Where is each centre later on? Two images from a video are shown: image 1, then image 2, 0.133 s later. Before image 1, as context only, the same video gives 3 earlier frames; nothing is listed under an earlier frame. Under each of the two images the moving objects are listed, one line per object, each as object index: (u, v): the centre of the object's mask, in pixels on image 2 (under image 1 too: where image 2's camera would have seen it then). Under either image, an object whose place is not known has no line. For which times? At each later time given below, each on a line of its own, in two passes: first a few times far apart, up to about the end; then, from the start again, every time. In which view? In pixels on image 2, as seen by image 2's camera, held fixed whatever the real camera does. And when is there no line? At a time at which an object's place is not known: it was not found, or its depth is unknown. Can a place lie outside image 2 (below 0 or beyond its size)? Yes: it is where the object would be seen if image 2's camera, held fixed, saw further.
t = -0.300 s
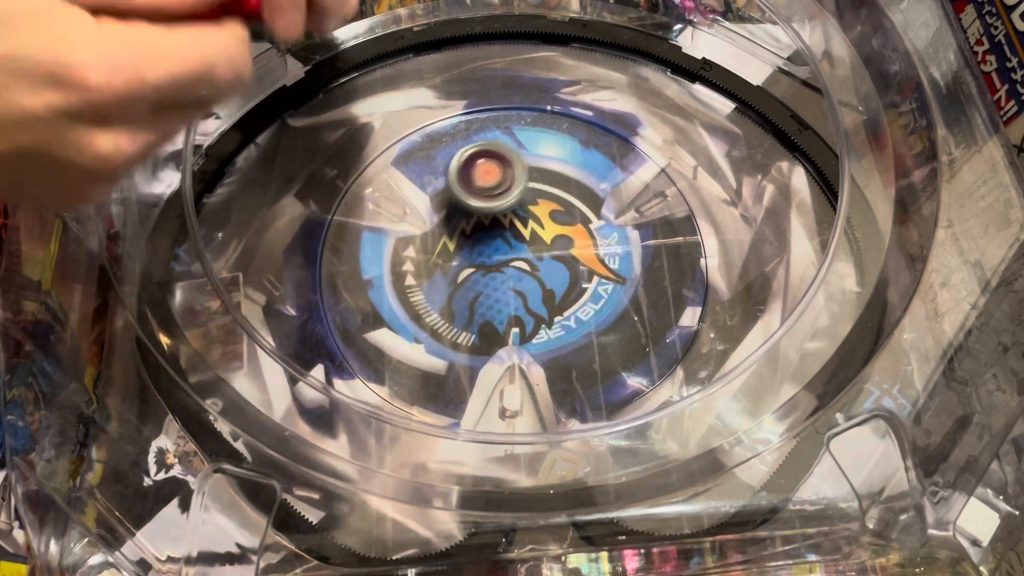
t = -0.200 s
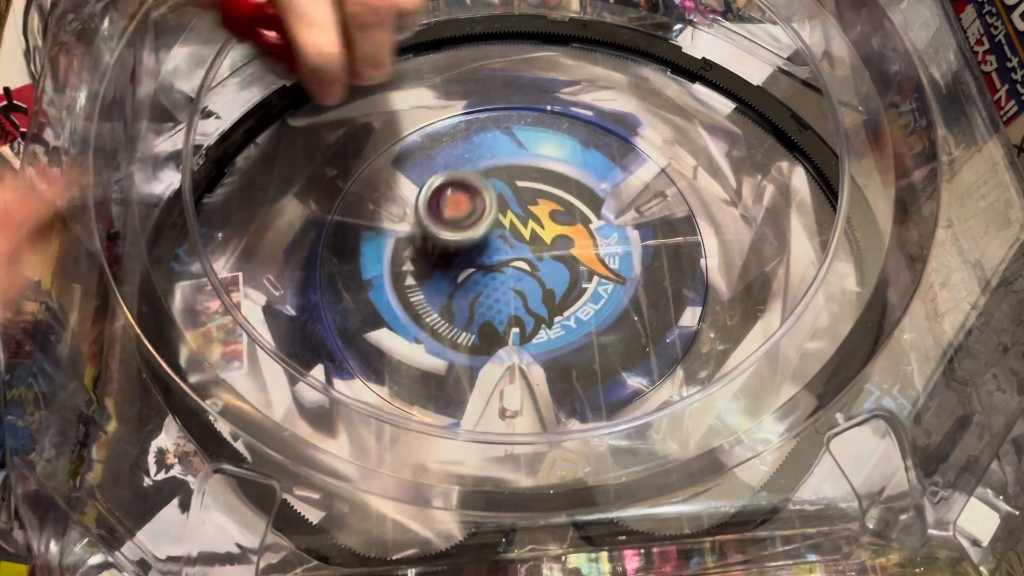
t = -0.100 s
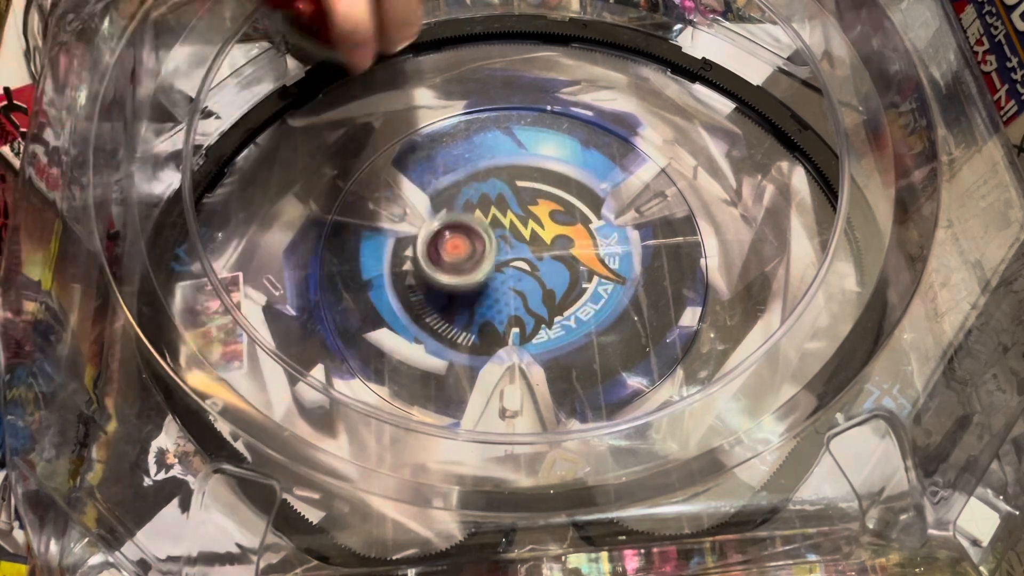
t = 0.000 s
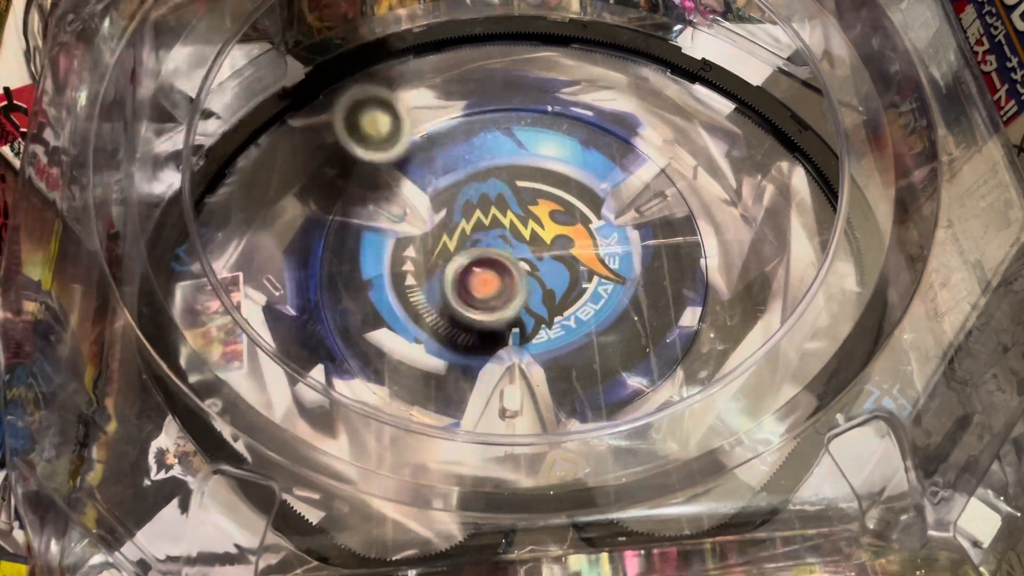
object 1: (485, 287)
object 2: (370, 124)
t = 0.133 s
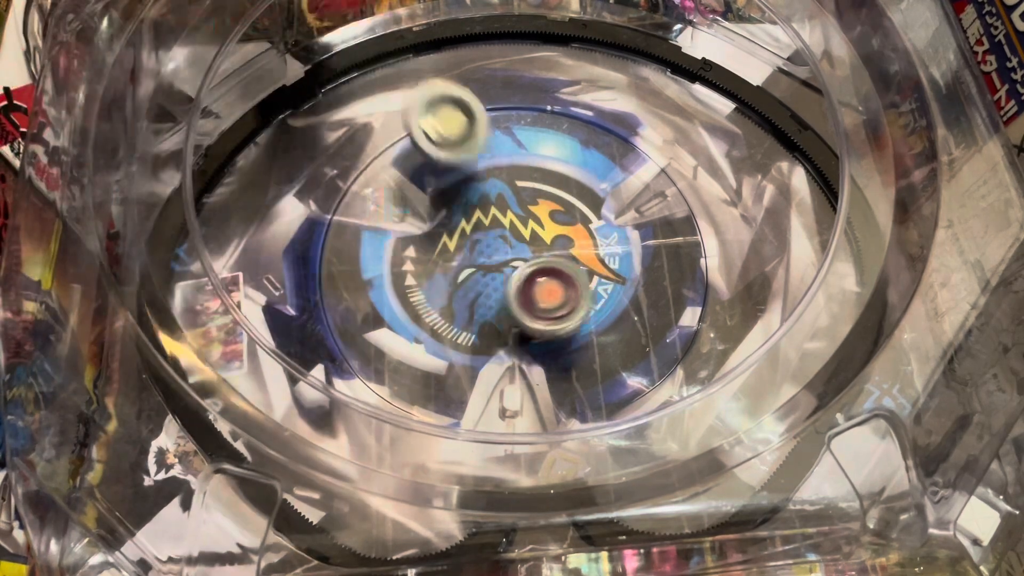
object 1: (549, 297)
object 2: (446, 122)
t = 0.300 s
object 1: (604, 258)
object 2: (563, 193)
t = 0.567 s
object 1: (627, 268)
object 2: (618, 129)
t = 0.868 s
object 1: (552, 367)
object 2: (443, 179)
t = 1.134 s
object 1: (582, 334)
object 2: (473, 339)
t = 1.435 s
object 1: (625, 264)
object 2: (509, 334)
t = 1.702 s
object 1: (600, 109)
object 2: (338, 345)
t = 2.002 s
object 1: (319, 223)
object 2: (530, 238)
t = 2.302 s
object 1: (360, 413)
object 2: (660, 192)
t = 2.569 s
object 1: (437, 439)
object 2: (468, 242)
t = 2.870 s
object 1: (566, 261)
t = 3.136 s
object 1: (446, 144)
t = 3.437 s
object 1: (380, 268)
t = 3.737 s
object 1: (589, 224)
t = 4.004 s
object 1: (638, 132)
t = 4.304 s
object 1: (482, 289)
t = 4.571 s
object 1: (531, 319)
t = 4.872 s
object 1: (701, 238)
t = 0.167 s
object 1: (564, 294)
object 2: (468, 153)
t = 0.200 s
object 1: (577, 287)
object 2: (491, 159)
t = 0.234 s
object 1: (589, 278)
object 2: (517, 175)
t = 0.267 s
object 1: (597, 267)
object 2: (539, 187)
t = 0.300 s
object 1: (604, 258)
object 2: (563, 193)
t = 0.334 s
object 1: (619, 265)
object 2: (576, 190)
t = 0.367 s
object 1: (632, 270)
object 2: (591, 184)
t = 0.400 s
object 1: (640, 272)
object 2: (601, 179)
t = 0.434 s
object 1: (644, 269)
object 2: (607, 176)
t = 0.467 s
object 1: (645, 263)
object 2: (613, 173)
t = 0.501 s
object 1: (641, 255)
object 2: (617, 171)
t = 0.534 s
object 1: (635, 251)
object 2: (620, 161)
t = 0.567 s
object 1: (627, 268)
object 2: (618, 129)
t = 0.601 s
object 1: (616, 298)
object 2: (608, 110)
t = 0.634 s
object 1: (605, 320)
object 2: (590, 105)
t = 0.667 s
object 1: (591, 336)
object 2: (568, 108)
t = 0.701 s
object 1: (581, 348)
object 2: (543, 113)
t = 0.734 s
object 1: (571, 358)
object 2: (519, 122)
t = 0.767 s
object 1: (564, 363)
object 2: (496, 133)
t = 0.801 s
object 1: (558, 367)
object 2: (476, 147)
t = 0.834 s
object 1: (554, 368)
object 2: (458, 163)
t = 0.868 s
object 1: (552, 367)
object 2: (443, 179)
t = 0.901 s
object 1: (551, 366)
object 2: (432, 199)
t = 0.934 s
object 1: (552, 363)
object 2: (426, 222)
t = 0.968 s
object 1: (553, 359)
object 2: (425, 243)
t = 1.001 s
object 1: (556, 354)
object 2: (428, 266)
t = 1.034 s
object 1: (560, 350)
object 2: (435, 287)
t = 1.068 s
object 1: (564, 345)
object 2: (449, 307)
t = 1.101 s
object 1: (570, 338)
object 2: (466, 326)
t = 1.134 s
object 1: (582, 334)
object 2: (473, 339)
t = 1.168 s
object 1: (614, 327)
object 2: (465, 351)
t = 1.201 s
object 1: (637, 320)
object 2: (460, 358)
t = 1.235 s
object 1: (654, 313)
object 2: (458, 363)
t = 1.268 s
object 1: (664, 305)
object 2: (459, 364)
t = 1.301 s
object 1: (667, 296)
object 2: (464, 362)
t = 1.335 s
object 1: (665, 288)
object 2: (472, 356)
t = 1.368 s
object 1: (656, 280)
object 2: (483, 349)
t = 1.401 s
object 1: (644, 272)
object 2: (497, 338)
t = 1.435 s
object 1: (625, 264)
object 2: (509, 334)
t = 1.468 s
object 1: (605, 258)
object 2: (530, 310)
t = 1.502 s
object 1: (614, 231)
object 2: (499, 314)
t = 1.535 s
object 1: (634, 195)
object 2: (458, 336)
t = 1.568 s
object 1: (643, 164)
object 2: (421, 346)
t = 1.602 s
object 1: (646, 140)
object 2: (384, 356)
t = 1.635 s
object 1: (640, 120)
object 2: (355, 359)
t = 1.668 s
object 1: (625, 110)
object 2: (340, 352)
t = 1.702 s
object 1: (600, 109)
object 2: (338, 345)
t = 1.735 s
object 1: (569, 110)
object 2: (343, 335)
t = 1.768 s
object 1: (536, 113)
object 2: (354, 325)
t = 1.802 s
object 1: (501, 118)
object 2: (370, 312)
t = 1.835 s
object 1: (465, 129)
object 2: (391, 298)
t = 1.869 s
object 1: (430, 143)
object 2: (415, 284)
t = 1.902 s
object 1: (396, 159)
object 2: (440, 272)
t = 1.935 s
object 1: (363, 180)
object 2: (468, 260)
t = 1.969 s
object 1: (340, 200)
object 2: (500, 248)
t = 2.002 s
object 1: (319, 223)
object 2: (530, 238)
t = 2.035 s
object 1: (313, 251)
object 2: (561, 230)
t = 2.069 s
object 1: (315, 280)
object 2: (590, 226)
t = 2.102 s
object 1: (323, 306)
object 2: (623, 222)
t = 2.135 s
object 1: (330, 330)
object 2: (651, 216)
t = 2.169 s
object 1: (338, 350)
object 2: (678, 209)
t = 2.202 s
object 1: (342, 372)
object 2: (690, 199)
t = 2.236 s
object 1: (347, 387)
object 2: (680, 199)
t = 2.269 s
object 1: (352, 399)
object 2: (670, 198)
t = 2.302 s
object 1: (360, 413)
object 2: (660, 192)
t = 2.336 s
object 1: (366, 422)
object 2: (648, 187)
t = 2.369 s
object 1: (374, 428)
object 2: (628, 182)
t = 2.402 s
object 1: (382, 433)
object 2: (605, 180)
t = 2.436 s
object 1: (391, 437)
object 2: (579, 184)
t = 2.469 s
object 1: (401, 440)
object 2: (550, 192)
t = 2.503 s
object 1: (410, 441)
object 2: (522, 205)
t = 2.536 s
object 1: (424, 441)
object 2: (494, 223)
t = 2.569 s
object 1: (437, 439)
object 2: (468, 242)
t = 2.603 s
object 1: (452, 430)
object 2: (445, 264)
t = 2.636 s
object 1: (467, 417)
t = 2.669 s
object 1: (484, 397)
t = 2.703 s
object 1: (504, 384)
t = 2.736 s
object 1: (523, 361)
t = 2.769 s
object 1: (540, 338)
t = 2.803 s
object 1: (554, 312)
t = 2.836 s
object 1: (564, 285)
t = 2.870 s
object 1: (566, 261)
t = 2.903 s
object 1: (564, 236)
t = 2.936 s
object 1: (558, 213)
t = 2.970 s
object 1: (546, 195)
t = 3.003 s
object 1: (530, 177)
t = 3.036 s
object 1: (511, 162)
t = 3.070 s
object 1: (491, 153)
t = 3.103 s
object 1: (469, 146)
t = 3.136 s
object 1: (446, 144)
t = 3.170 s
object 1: (425, 148)
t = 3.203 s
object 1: (406, 156)
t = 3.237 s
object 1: (391, 167)
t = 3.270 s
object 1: (379, 181)
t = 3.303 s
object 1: (371, 197)
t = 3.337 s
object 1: (367, 216)
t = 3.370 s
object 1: (367, 235)
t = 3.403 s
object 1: (370, 251)
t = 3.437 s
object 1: (380, 268)
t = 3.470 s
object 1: (393, 283)
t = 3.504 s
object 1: (411, 295)
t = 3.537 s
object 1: (430, 302)
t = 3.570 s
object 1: (452, 306)
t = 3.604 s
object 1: (475, 306)
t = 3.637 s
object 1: (499, 302)
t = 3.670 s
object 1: (519, 293)
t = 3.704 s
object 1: (539, 279)
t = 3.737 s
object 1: (589, 224)
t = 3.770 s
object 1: (633, 162)
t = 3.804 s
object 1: (665, 105)
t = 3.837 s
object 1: (690, 62)
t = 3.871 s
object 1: (691, 54)
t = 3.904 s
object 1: (679, 70)
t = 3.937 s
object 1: (665, 99)
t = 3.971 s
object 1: (652, 112)
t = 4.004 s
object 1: (638, 132)
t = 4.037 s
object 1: (620, 157)
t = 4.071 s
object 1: (602, 175)
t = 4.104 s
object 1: (582, 195)
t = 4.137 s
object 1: (563, 214)
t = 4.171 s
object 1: (542, 231)
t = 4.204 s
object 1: (525, 248)
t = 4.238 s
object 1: (508, 263)
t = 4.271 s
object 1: (494, 277)
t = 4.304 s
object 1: (482, 289)
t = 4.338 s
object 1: (474, 298)
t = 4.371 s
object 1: (470, 307)
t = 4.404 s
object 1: (470, 313)
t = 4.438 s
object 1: (473, 317)
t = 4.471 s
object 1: (482, 319)
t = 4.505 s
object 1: (493, 319)
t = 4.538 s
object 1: (511, 319)
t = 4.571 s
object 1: (531, 319)
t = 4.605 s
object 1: (553, 317)
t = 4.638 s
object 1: (577, 312)
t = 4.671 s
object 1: (603, 307)
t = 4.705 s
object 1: (628, 300)
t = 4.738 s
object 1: (650, 288)
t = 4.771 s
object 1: (669, 277)
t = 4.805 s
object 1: (684, 266)
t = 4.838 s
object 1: (700, 252)
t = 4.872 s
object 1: (701, 238)
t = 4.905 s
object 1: (695, 230)
